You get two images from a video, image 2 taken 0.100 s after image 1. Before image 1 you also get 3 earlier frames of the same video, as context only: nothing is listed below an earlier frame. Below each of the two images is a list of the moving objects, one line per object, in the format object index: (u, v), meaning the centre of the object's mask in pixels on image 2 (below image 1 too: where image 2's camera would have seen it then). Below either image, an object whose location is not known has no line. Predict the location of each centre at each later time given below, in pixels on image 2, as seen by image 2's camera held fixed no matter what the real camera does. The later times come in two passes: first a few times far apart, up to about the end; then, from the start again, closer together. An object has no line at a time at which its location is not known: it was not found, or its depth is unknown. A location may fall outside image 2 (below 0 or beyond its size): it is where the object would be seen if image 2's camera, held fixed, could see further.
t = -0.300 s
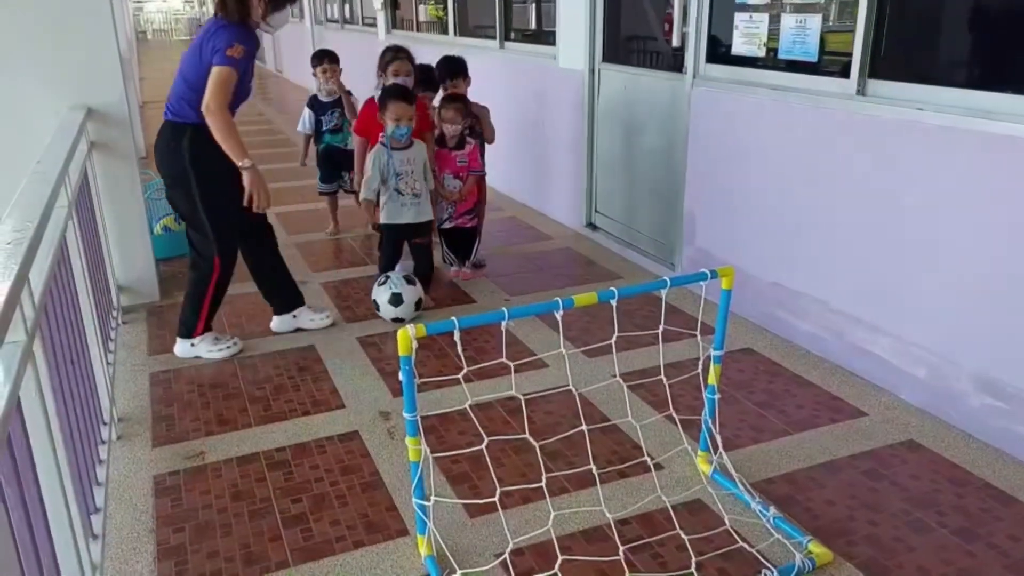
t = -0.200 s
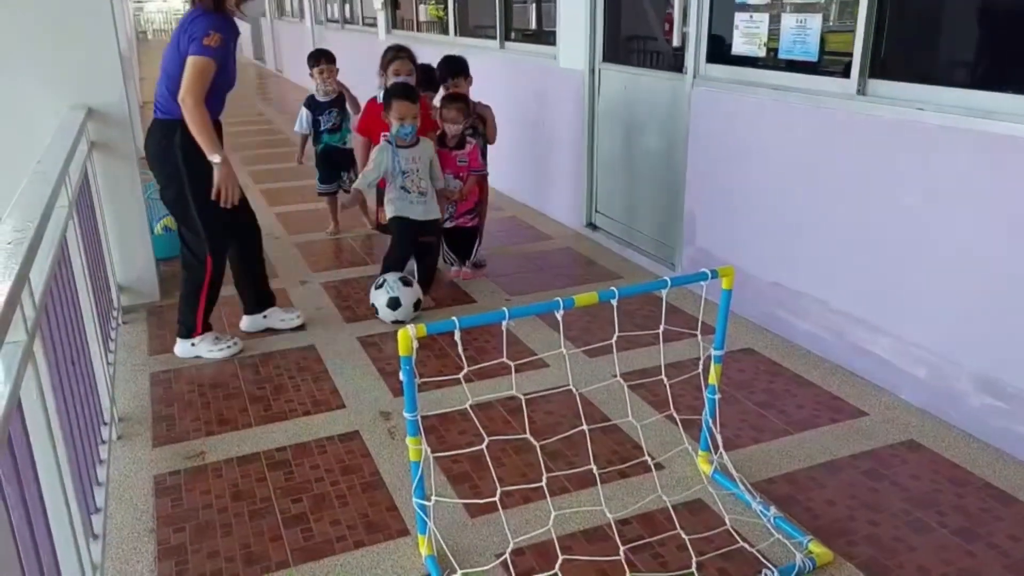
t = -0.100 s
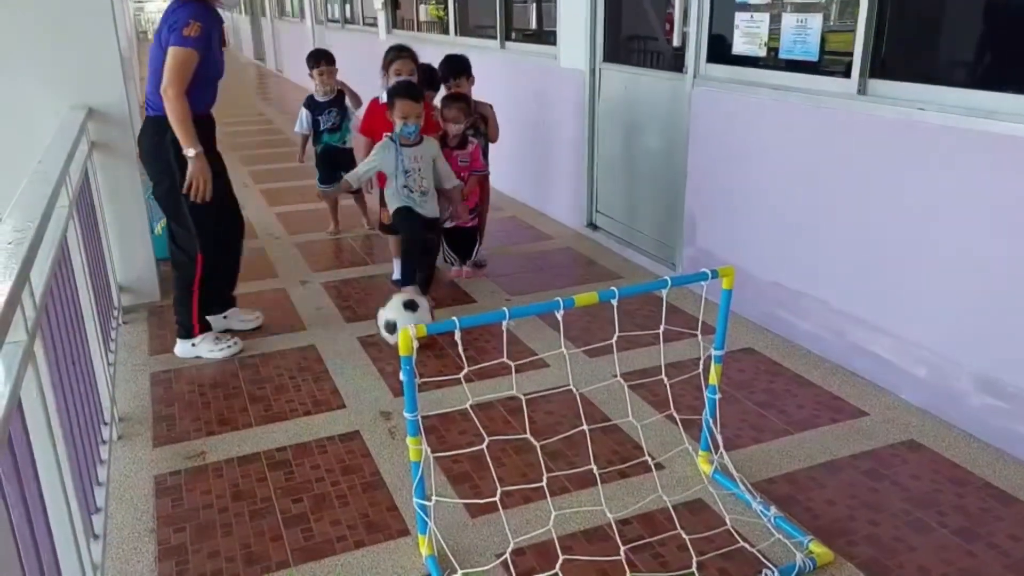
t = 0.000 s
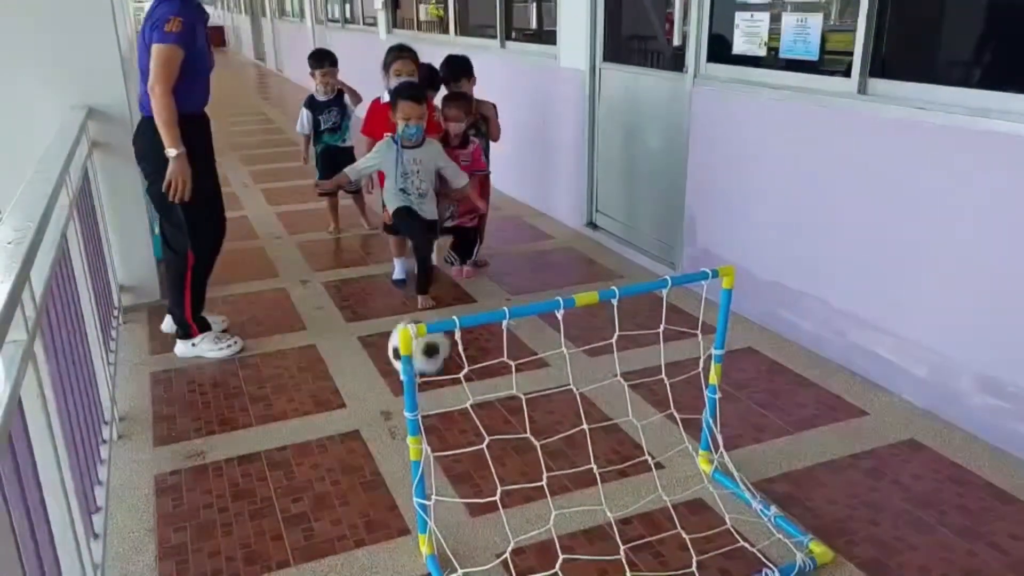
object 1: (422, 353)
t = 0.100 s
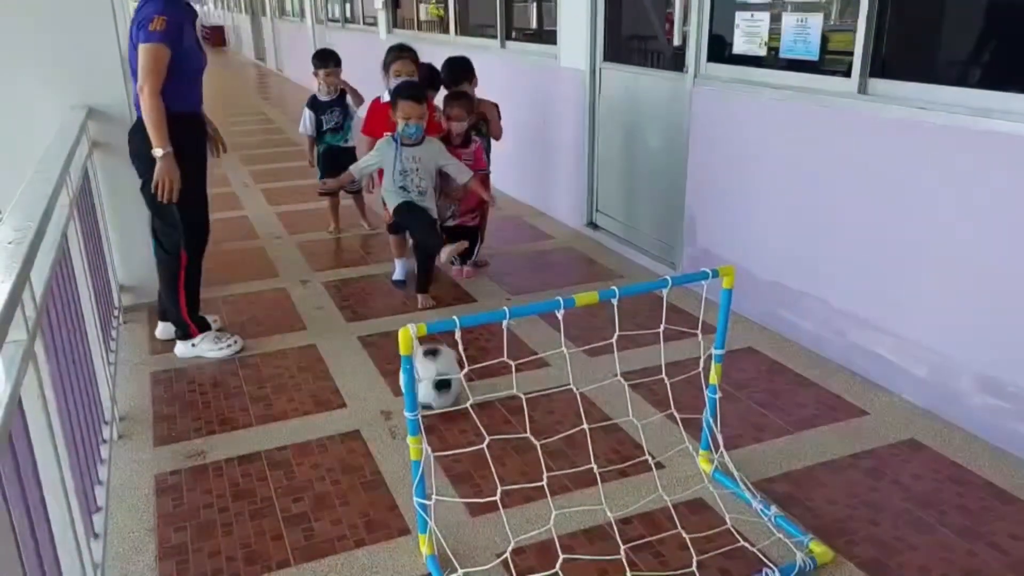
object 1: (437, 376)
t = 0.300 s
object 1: (466, 452)
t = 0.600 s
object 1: (535, 550)
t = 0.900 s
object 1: (597, 548)
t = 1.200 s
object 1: (628, 539)
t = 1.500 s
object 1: (642, 532)
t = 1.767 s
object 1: (646, 518)
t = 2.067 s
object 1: (645, 507)
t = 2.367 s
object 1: (647, 494)
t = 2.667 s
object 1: (654, 482)
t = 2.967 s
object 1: (666, 474)
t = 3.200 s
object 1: (673, 468)
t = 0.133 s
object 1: (441, 389)
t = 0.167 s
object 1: (445, 400)
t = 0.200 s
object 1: (450, 411)
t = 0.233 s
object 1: (454, 423)
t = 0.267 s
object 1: (458, 438)
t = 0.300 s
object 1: (466, 452)
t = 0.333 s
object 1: (472, 466)
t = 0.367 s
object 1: (478, 482)
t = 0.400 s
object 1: (487, 501)
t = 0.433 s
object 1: (494, 519)
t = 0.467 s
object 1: (503, 536)
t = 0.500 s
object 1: (511, 544)
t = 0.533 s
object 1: (519, 548)
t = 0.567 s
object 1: (527, 549)
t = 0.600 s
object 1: (535, 550)
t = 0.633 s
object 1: (544, 549)
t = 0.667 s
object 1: (551, 550)
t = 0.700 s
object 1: (558, 550)
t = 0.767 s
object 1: (575, 551)
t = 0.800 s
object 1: (580, 550)
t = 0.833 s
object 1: (585, 549)
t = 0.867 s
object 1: (590, 548)
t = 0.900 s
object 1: (597, 548)
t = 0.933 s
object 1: (603, 547)
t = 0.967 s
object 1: (608, 546)
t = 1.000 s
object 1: (611, 546)
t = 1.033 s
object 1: (614, 545)
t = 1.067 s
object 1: (617, 543)
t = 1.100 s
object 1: (620, 542)
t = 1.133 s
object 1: (623, 541)
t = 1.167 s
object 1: (626, 540)
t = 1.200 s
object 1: (628, 539)
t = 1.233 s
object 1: (631, 539)
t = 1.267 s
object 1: (633, 538)
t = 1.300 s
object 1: (635, 537)
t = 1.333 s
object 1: (637, 536)
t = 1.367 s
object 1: (639, 534)
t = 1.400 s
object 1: (640, 534)
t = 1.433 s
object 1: (641, 533)
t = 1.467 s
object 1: (642, 532)
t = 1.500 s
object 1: (642, 532)
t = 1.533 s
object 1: (643, 531)
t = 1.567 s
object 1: (643, 529)
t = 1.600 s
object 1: (643, 528)
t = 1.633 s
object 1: (644, 527)
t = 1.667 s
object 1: (644, 525)
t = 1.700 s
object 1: (643, 524)
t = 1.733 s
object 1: (643, 522)
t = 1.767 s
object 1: (646, 518)
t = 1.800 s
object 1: (646, 517)
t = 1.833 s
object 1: (645, 516)
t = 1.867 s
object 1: (645, 514)
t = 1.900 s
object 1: (645, 513)
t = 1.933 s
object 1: (645, 512)
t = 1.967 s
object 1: (645, 511)
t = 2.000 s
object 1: (645, 509)
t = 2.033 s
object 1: (645, 508)
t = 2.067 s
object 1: (645, 507)
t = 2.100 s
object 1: (646, 505)
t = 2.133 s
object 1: (646, 504)
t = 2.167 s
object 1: (646, 503)
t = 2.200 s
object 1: (646, 501)
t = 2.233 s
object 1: (646, 499)
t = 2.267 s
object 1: (646, 498)
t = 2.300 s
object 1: (646, 497)
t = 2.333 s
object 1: (647, 495)
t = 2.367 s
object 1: (647, 494)
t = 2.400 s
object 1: (647, 493)
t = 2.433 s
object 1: (648, 492)
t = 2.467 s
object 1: (648, 490)
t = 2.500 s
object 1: (649, 489)
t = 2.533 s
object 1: (650, 487)
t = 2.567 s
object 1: (650, 486)
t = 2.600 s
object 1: (651, 485)
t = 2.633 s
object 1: (652, 483)
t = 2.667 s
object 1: (654, 482)
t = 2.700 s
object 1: (654, 481)
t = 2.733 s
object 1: (655, 481)
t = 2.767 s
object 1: (658, 479)
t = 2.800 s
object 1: (659, 478)
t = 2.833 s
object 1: (660, 477)
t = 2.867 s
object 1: (662, 476)
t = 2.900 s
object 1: (663, 475)
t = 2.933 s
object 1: (664, 474)
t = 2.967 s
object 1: (666, 474)
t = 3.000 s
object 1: (667, 473)
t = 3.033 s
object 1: (668, 472)
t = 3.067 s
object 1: (669, 471)
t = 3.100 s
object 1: (670, 470)
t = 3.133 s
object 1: (671, 469)
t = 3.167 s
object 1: (672, 469)
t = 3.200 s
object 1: (673, 468)
